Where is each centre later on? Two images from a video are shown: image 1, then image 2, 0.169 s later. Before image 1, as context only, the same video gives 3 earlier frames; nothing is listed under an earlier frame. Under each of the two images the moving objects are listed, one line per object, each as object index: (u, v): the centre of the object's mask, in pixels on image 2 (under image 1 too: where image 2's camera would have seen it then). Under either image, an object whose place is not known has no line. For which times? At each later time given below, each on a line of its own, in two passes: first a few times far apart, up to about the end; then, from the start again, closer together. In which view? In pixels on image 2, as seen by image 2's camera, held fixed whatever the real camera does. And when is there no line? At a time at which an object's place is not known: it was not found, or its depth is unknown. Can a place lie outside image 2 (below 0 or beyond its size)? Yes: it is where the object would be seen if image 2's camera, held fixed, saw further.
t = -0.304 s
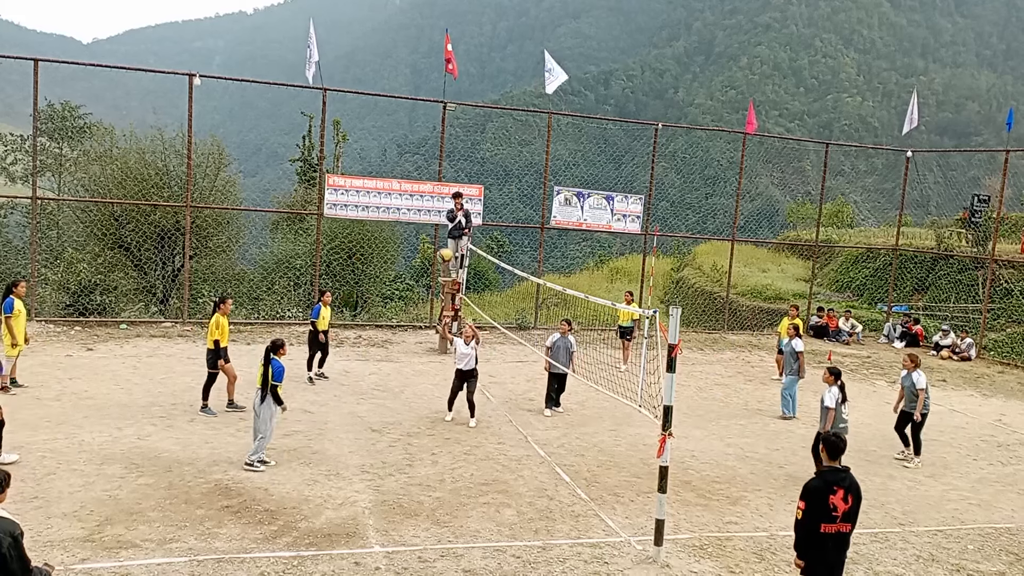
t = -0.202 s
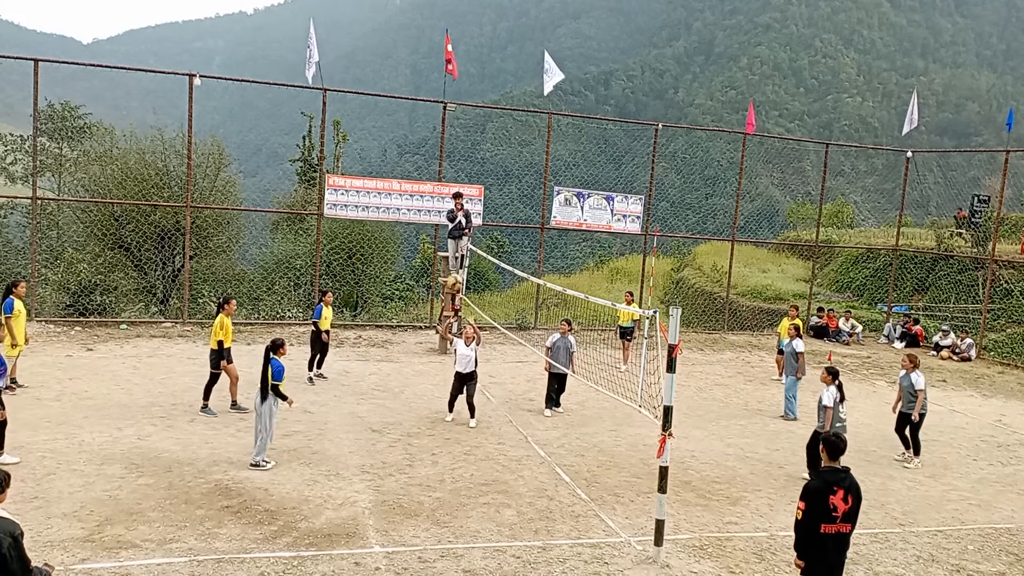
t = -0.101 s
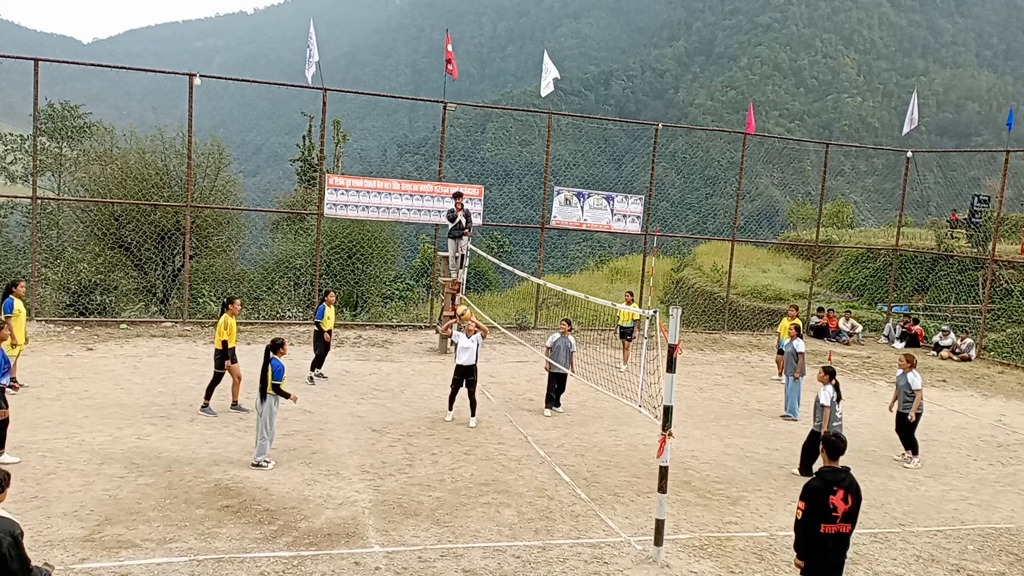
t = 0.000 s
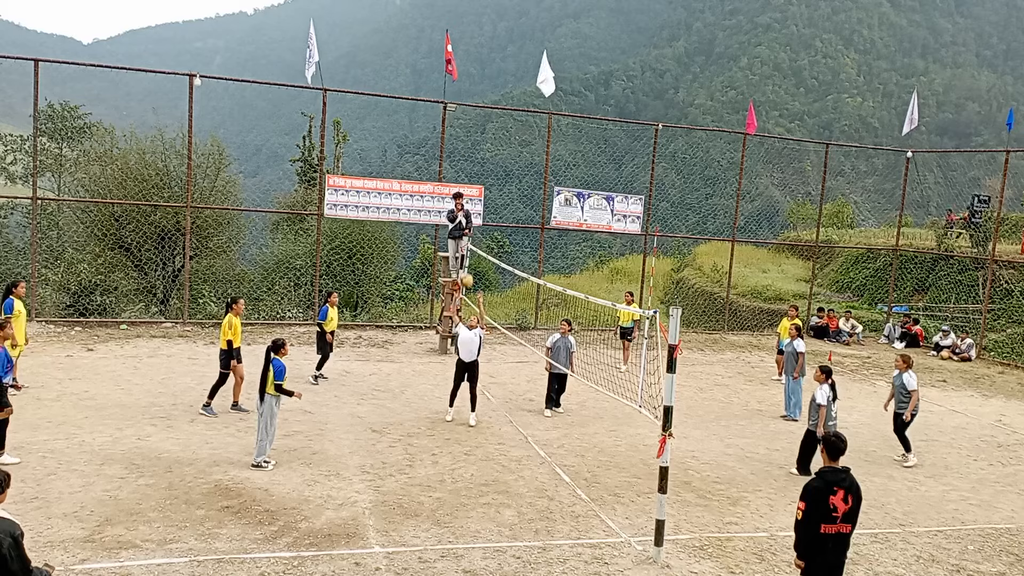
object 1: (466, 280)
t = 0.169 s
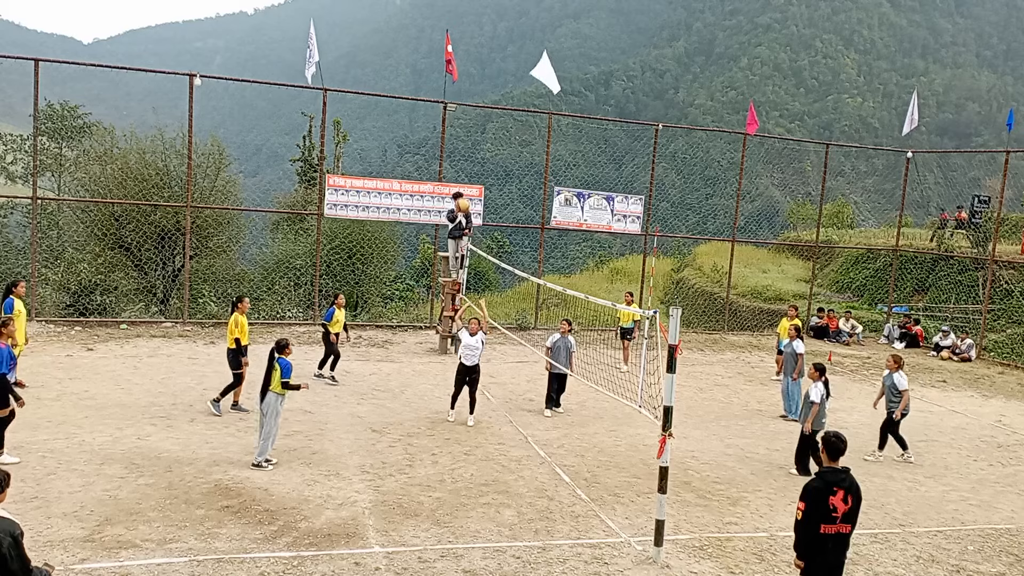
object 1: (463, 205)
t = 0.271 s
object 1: (459, 170)
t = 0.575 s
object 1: (449, 111)
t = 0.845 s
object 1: (436, 112)
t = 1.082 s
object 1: (424, 151)
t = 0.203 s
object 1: (461, 193)
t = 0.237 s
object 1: (460, 181)
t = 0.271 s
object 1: (459, 170)
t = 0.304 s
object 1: (459, 161)
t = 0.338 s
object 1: (457, 152)
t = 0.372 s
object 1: (456, 143)
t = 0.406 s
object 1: (455, 136)
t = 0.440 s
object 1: (454, 129)
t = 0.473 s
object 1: (453, 123)
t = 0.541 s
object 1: (450, 114)
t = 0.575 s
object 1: (449, 111)
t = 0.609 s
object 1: (448, 108)
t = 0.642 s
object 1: (446, 106)
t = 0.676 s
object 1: (444, 104)
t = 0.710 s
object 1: (443, 105)
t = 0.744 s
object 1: (442, 106)
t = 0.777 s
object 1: (440, 107)
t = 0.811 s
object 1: (438, 109)
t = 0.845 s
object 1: (436, 112)
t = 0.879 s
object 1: (435, 115)
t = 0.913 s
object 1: (433, 120)
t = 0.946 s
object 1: (432, 125)
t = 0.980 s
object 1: (430, 130)
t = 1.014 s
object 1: (427, 137)
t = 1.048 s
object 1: (426, 144)
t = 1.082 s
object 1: (424, 151)
